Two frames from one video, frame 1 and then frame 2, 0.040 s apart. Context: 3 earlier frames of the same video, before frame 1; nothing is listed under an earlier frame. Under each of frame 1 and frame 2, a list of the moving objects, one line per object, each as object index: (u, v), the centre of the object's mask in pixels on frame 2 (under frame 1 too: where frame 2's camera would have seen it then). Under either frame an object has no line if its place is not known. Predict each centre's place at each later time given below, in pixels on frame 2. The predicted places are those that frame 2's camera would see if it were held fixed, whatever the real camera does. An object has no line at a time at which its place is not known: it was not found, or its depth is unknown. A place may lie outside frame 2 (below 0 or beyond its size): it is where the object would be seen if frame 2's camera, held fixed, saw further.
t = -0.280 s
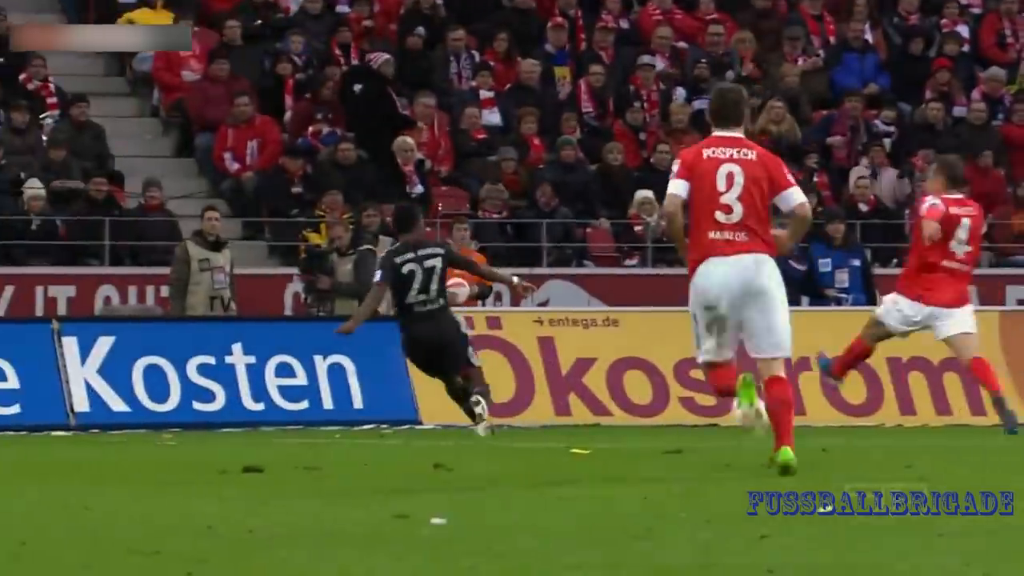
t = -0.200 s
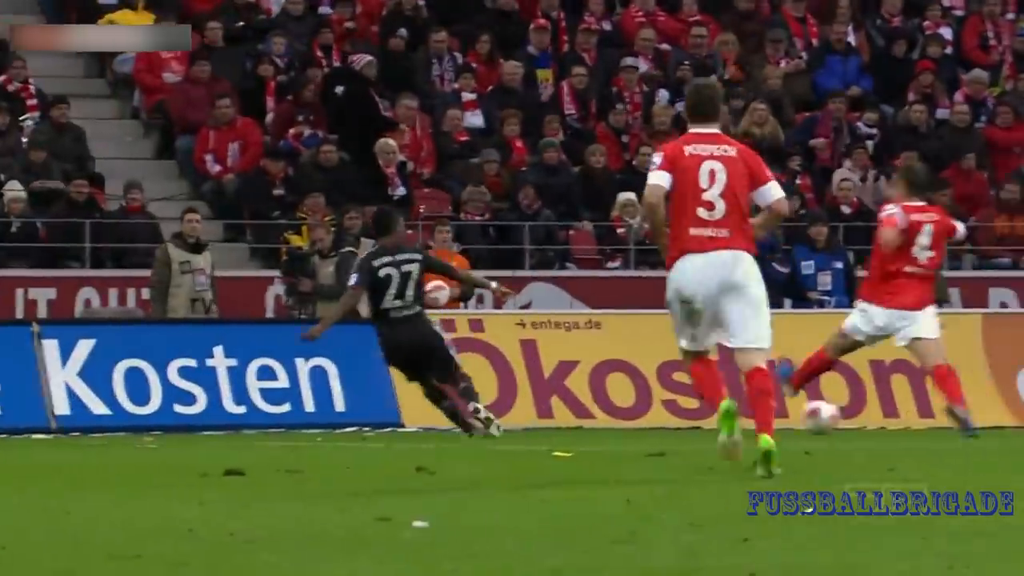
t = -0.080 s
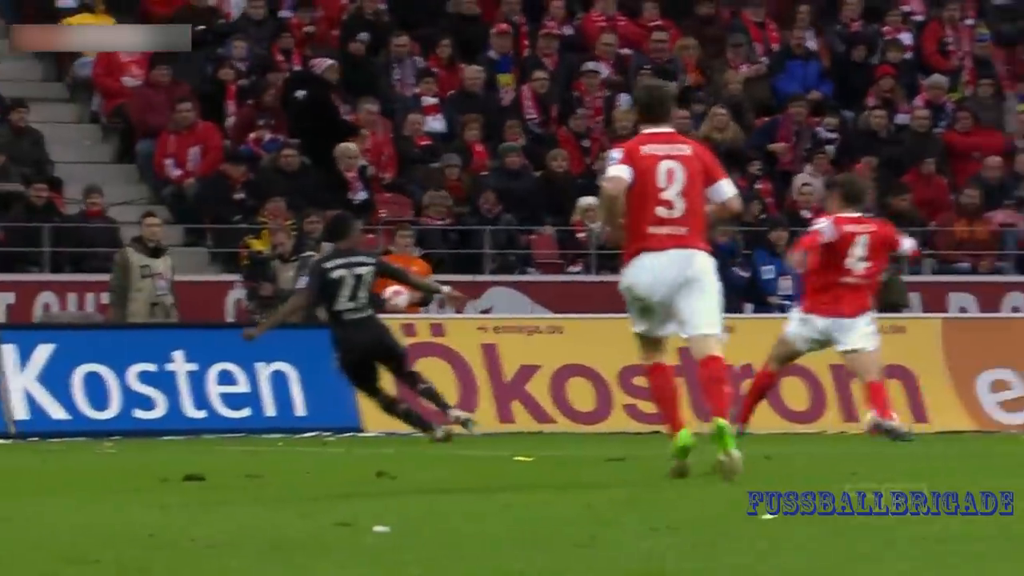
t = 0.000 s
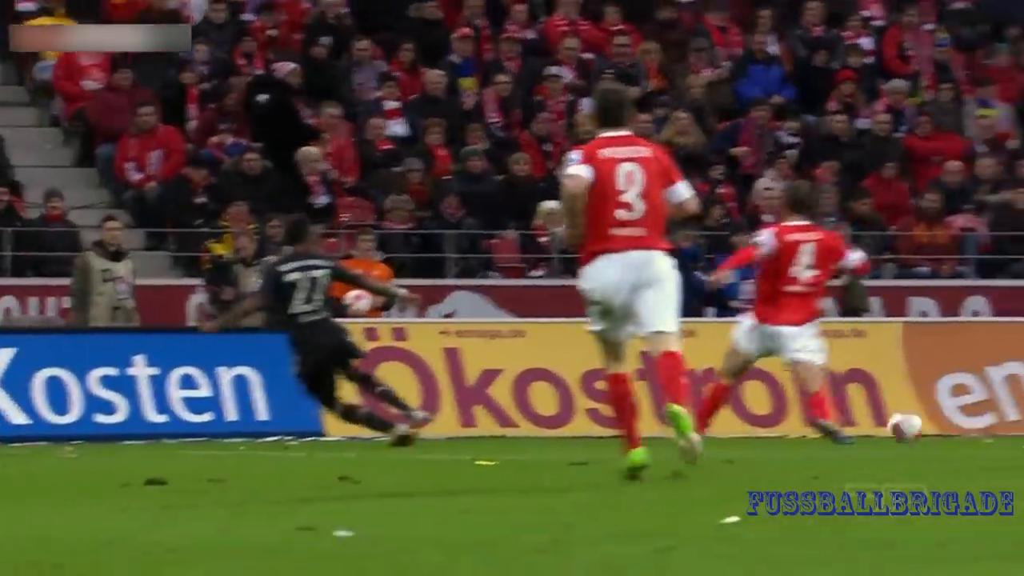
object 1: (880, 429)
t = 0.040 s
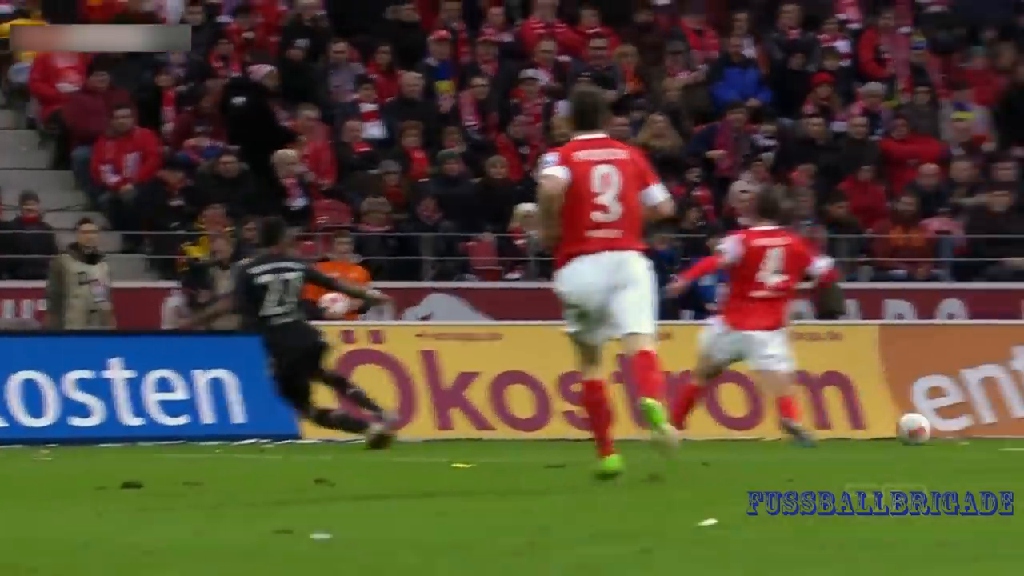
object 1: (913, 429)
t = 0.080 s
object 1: (944, 428)
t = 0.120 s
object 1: (975, 428)
